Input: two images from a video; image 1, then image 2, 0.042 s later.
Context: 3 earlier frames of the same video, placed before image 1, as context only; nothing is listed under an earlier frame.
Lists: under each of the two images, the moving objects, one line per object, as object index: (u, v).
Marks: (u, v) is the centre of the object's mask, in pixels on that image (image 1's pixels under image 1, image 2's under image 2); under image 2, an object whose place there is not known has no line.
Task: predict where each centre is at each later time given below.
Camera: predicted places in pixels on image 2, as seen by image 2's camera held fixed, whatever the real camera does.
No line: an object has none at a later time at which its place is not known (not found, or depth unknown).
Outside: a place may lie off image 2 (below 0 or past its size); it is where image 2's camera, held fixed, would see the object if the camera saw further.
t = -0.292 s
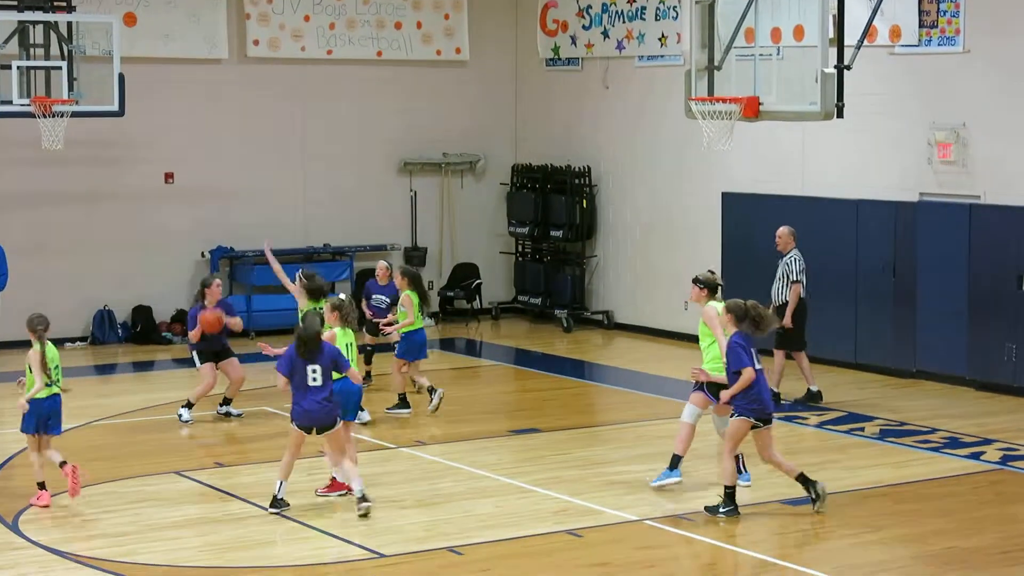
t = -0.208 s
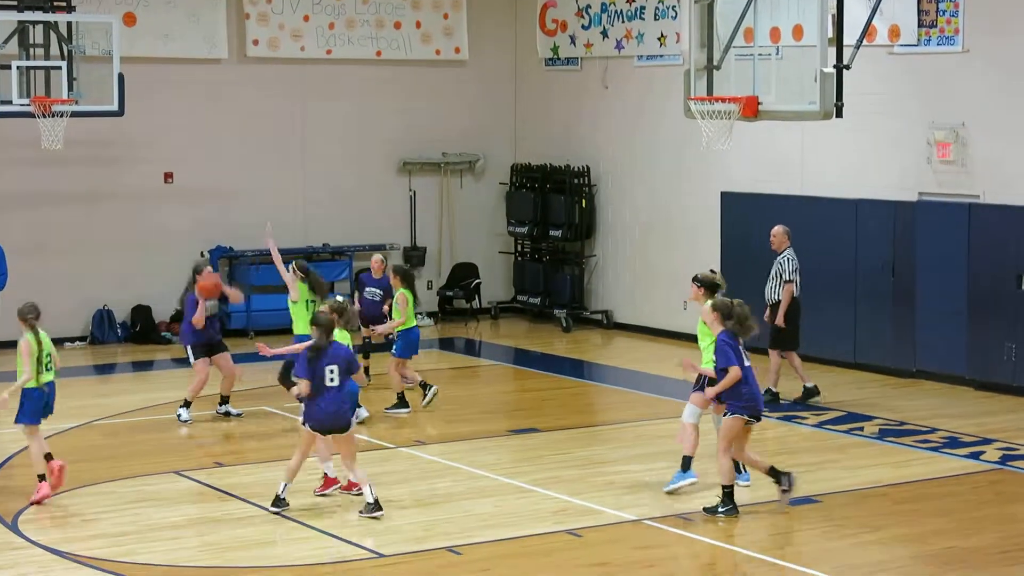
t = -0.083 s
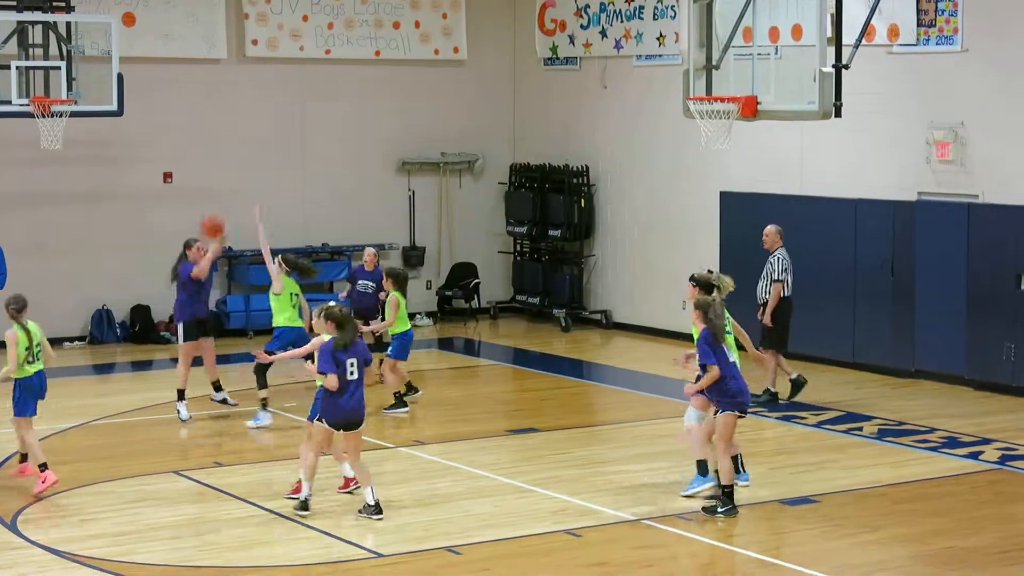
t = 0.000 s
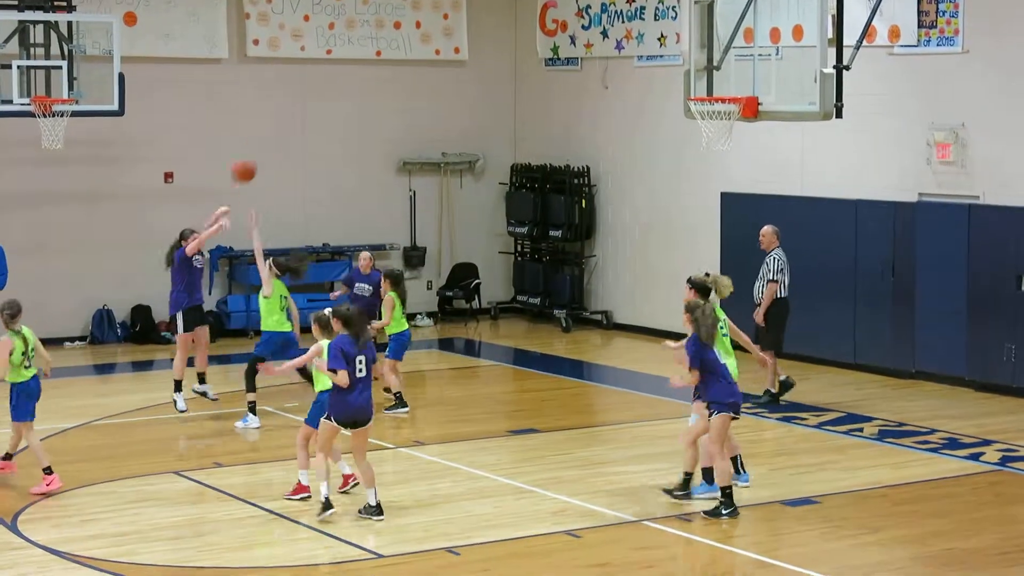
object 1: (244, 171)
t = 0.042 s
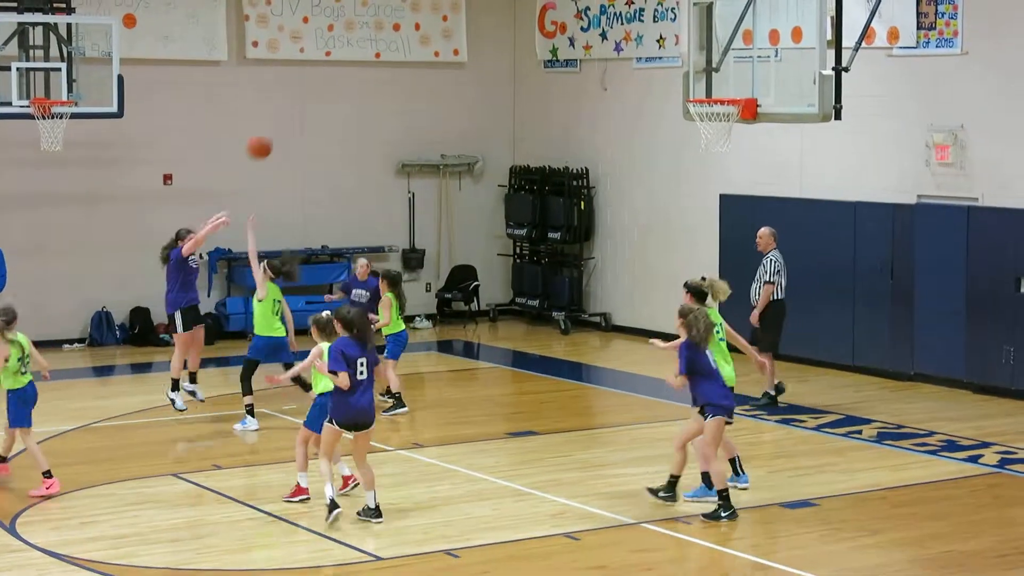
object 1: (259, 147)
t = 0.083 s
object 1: (277, 122)
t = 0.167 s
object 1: (311, 82)
